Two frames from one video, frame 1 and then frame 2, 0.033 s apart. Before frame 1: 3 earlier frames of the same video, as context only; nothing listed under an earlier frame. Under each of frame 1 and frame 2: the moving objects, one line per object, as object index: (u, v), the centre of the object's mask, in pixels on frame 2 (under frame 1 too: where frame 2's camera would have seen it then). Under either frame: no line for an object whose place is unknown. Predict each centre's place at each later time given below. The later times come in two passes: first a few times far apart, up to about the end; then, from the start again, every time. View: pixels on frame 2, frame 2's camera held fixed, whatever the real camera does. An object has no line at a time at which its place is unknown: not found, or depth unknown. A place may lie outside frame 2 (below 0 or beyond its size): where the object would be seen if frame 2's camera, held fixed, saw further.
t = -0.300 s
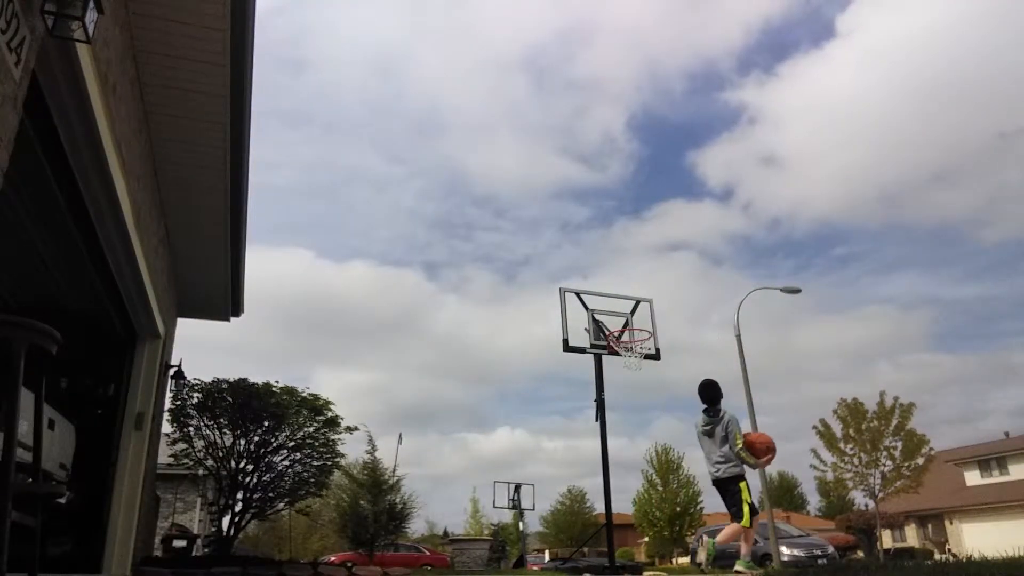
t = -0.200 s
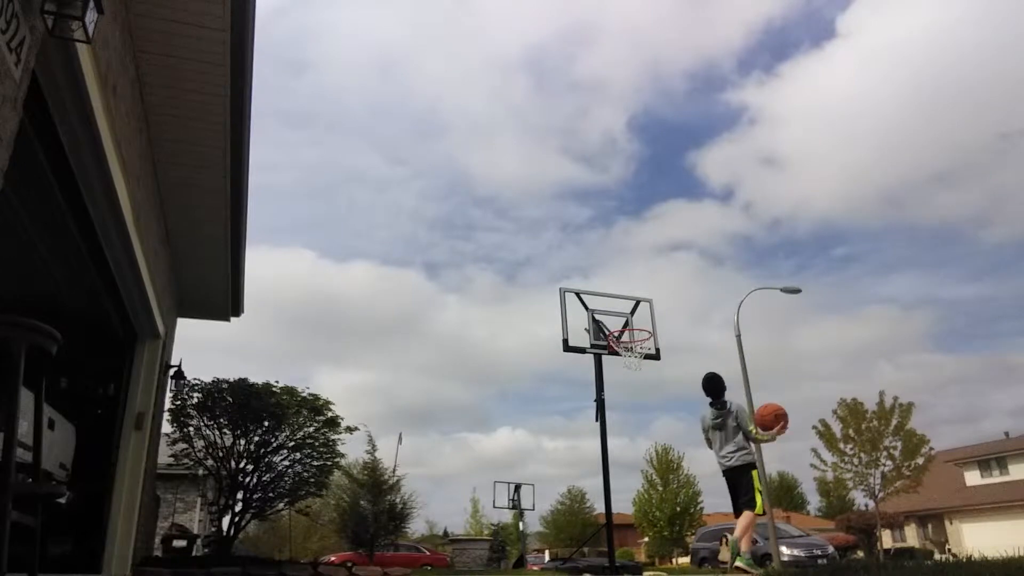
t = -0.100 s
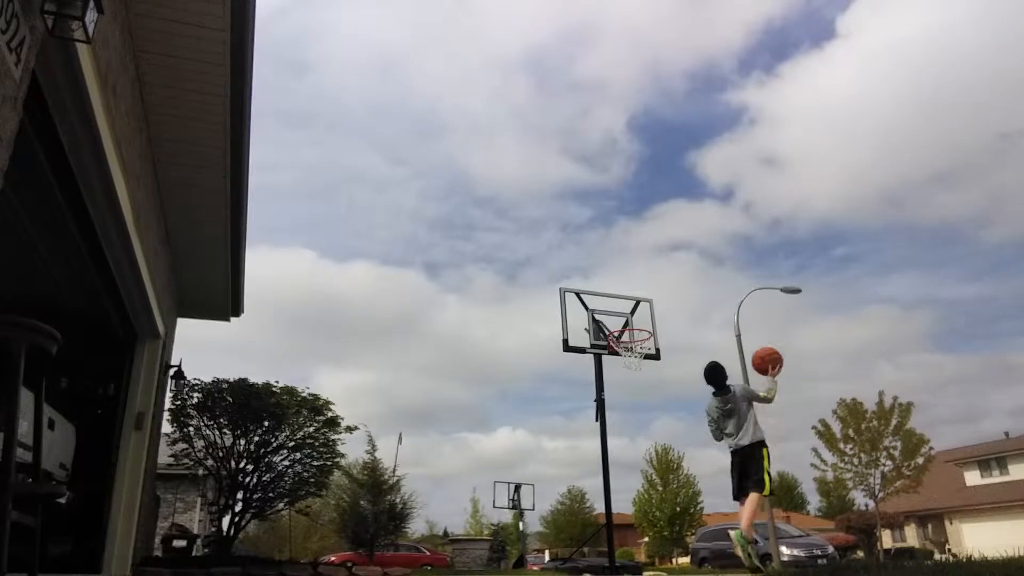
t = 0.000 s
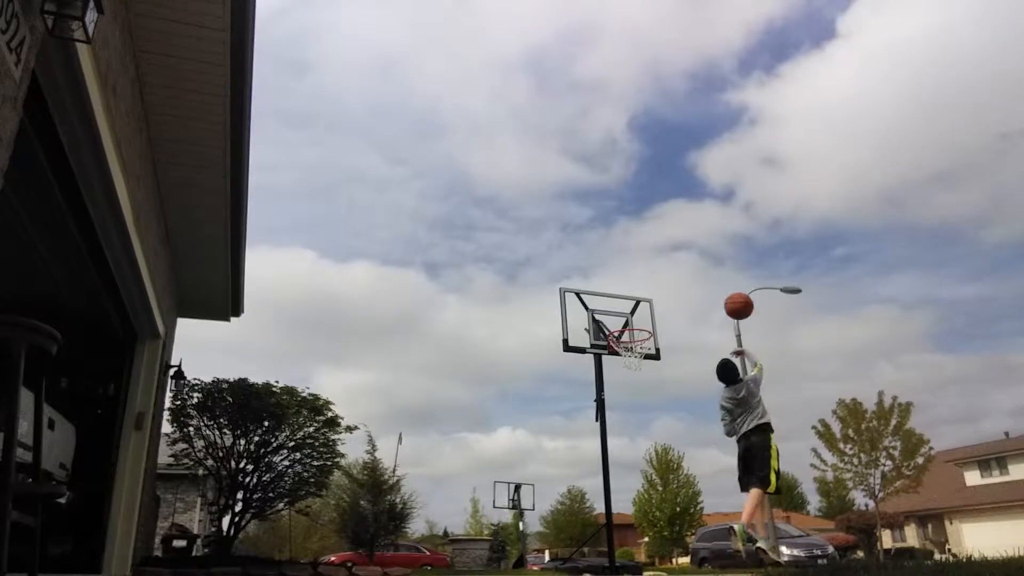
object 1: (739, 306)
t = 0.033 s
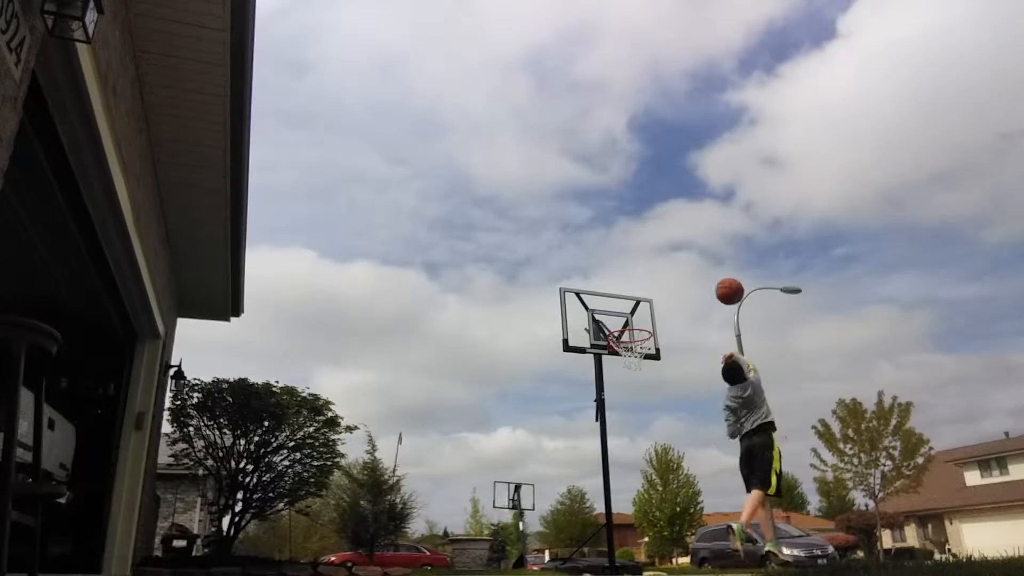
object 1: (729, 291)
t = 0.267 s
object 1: (677, 229)
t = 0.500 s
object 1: (640, 223)
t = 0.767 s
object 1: (607, 268)
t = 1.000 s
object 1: (601, 323)
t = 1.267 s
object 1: (580, 340)
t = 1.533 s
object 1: (556, 432)
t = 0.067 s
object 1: (721, 278)
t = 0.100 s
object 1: (713, 266)
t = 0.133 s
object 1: (705, 256)
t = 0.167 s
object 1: (697, 248)
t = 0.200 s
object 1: (690, 241)
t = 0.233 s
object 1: (683, 234)
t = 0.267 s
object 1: (677, 229)
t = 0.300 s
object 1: (671, 225)
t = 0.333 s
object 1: (665, 222)
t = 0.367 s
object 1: (659, 220)
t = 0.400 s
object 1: (654, 220)
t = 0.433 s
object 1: (649, 220)
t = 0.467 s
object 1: (644, 221)
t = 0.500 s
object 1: (640, 223)
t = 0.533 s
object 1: (635, 225)
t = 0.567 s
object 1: (631, 229)
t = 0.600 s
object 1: (626, 234)
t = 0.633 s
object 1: (622, 239)
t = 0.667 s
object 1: (618, 245)
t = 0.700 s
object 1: (614, 252)
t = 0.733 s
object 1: (610, 260)
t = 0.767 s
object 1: (607, 268)
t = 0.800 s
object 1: (603, 278)
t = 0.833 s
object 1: (600, 288)
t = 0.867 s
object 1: (597, 300)
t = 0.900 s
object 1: (596, 307)
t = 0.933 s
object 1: (598, 311)
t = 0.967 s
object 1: (599, 317)
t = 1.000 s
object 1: (601, 323)
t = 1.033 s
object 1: (599, 325)
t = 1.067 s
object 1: (597, 324)
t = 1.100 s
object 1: (594, 325)
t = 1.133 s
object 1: (591, 326)
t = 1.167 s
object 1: (588, 328)
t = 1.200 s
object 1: (586, 331)
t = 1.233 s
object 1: (582, 335)
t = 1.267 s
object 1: (580, 340)
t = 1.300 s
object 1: (577, 347)
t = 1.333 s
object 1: (574, 355)
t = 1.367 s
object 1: (571, 364)
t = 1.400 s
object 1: (568, 375)
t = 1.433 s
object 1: (565, 387)
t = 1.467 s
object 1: (562, 400)
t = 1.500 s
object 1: (559, 416)
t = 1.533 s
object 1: (556, 432)
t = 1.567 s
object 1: (553, 451)
